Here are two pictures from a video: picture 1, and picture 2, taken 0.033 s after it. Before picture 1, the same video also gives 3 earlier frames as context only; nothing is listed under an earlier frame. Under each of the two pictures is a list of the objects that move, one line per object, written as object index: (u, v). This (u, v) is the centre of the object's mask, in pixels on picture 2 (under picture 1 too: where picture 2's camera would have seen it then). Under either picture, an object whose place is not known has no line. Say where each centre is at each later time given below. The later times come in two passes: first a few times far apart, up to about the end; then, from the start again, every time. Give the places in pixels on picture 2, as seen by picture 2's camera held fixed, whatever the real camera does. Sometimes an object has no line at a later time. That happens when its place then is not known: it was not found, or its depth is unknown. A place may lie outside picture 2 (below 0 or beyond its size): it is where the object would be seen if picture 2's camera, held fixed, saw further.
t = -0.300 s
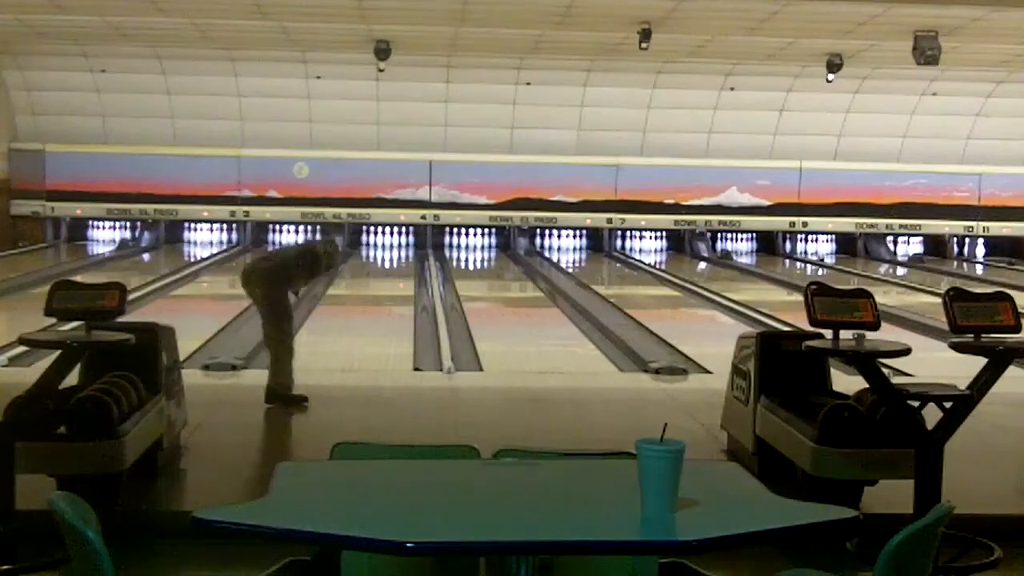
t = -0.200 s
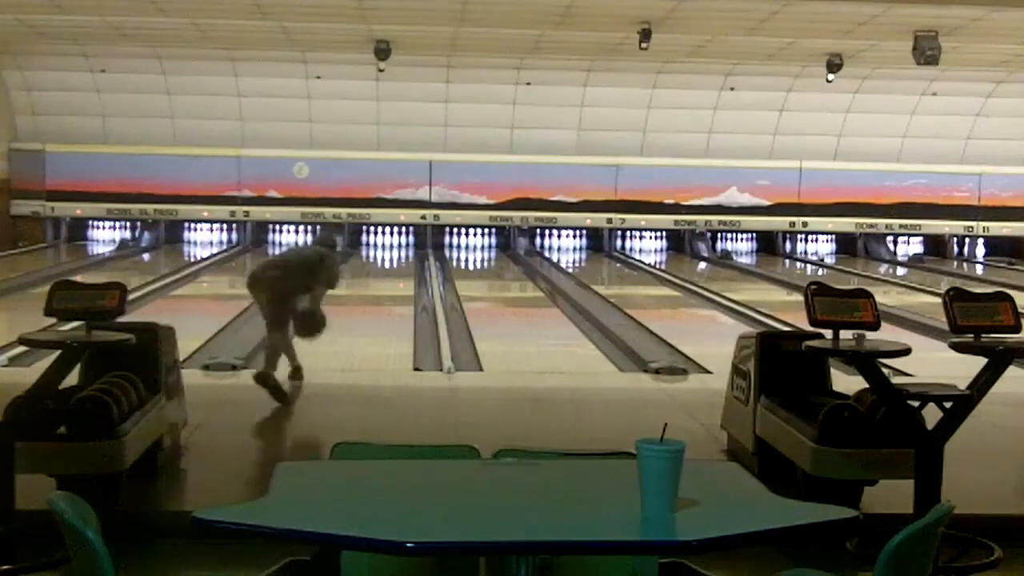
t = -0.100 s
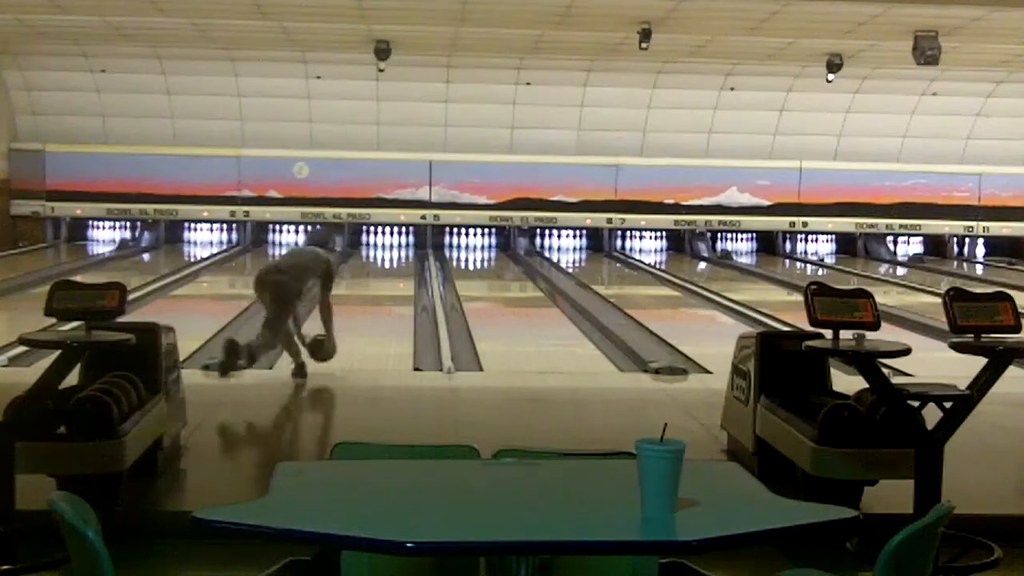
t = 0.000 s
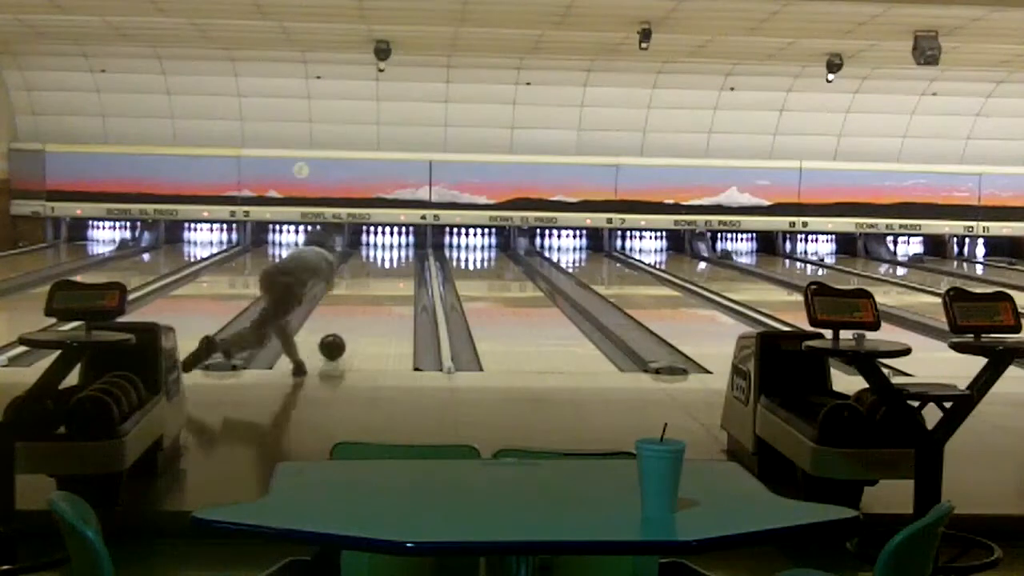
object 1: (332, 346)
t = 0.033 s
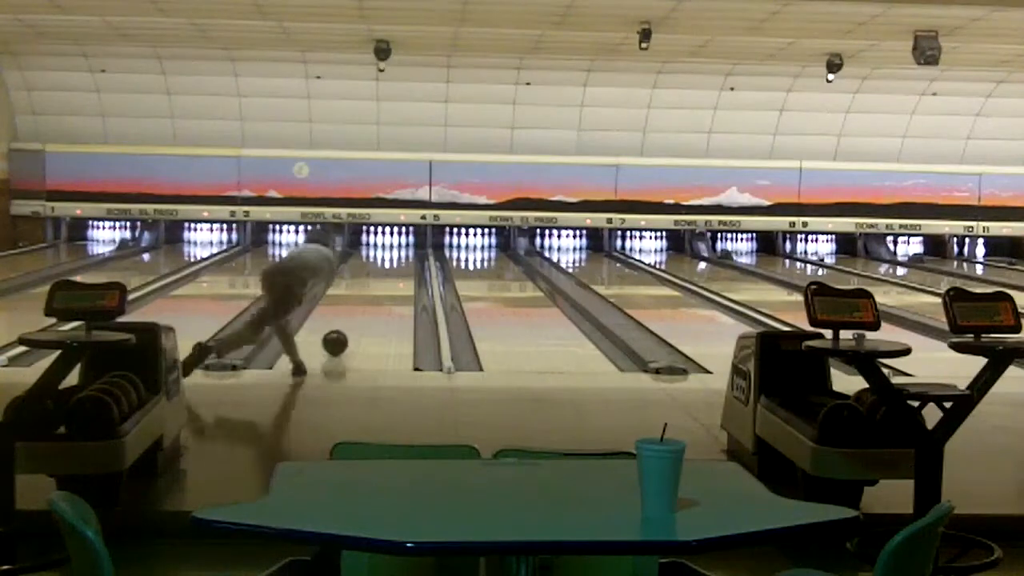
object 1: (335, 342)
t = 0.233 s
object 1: (350, 322)
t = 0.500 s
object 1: (365, 301)
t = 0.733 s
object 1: (374, 287)
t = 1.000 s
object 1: (383, 275)
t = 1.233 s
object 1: (387, 266)
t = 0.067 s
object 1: (338, 339)
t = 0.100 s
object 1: (340, 335)
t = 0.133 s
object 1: (343, 332)
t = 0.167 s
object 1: (346, 328)
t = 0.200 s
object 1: (348, 325)
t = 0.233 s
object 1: (350, 322)
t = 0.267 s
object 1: (352, 319)
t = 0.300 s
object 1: (354, 316)
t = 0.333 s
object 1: (356, 314)
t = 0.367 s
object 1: (358, 311)
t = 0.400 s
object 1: (360, 308)
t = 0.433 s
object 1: (362, 306)
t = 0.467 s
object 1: (363, 304)
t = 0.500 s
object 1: (365, 301)
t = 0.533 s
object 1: (367, 299)
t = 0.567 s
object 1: (368, 297)
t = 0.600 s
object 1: (369, 295)
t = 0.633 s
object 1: (371, 293)
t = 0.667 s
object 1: (372, 291)
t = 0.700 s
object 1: (373, 290)
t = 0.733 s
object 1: (374, 287)
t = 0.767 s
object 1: (376, 285)
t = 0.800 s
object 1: (377, 284)
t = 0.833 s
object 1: (378, 282)
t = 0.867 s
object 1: (379, 281)
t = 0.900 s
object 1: (380, 279)
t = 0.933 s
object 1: (381, 277)
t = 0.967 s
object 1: (382, 276)
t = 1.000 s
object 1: (383, 275)
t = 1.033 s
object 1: (384, 273)
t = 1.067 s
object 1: (385, 272)
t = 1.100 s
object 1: (385, 271)
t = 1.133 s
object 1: (386, 270)
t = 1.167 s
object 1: (387, 269)
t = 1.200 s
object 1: (387, 267)
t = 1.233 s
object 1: (387, 266)
